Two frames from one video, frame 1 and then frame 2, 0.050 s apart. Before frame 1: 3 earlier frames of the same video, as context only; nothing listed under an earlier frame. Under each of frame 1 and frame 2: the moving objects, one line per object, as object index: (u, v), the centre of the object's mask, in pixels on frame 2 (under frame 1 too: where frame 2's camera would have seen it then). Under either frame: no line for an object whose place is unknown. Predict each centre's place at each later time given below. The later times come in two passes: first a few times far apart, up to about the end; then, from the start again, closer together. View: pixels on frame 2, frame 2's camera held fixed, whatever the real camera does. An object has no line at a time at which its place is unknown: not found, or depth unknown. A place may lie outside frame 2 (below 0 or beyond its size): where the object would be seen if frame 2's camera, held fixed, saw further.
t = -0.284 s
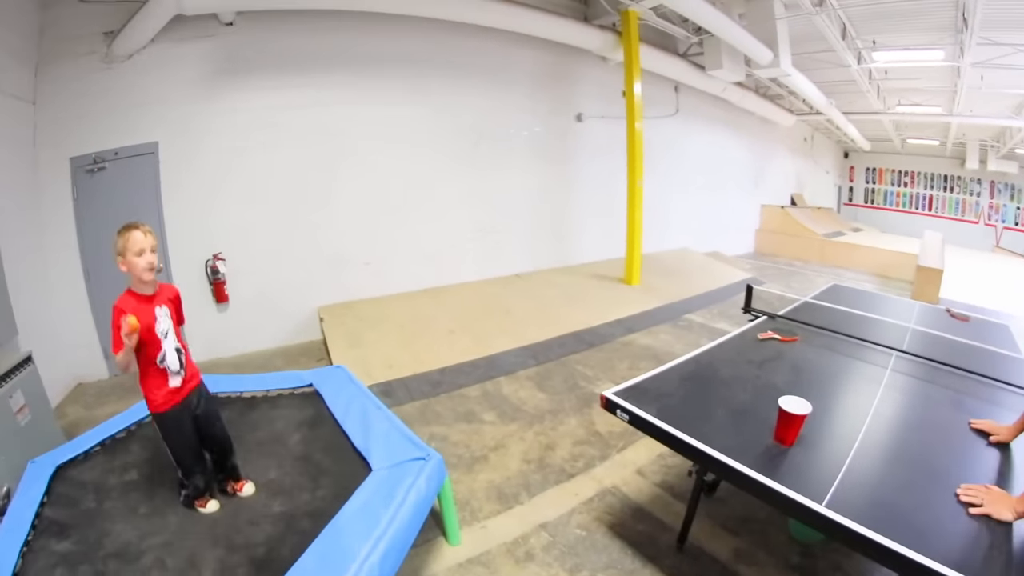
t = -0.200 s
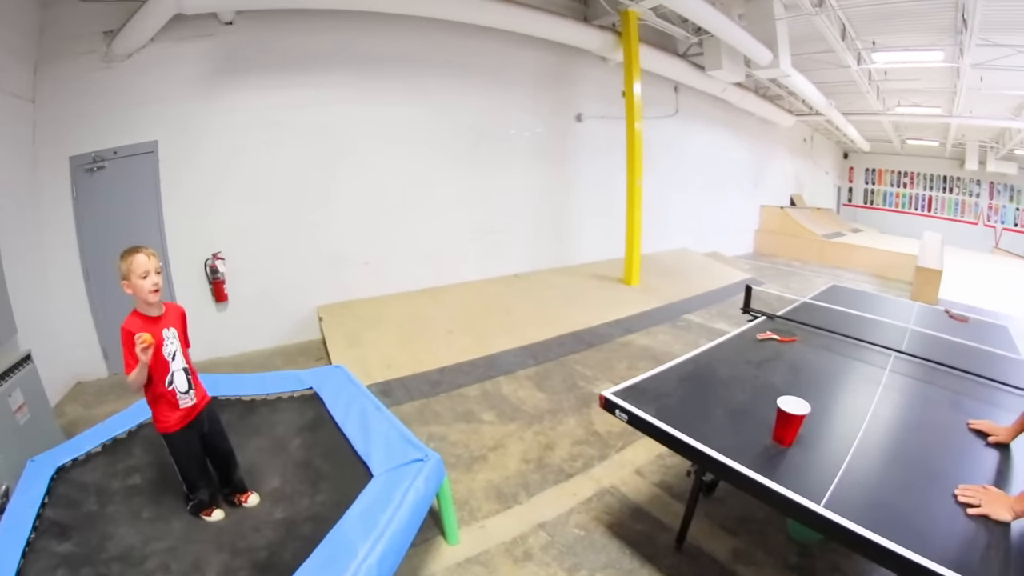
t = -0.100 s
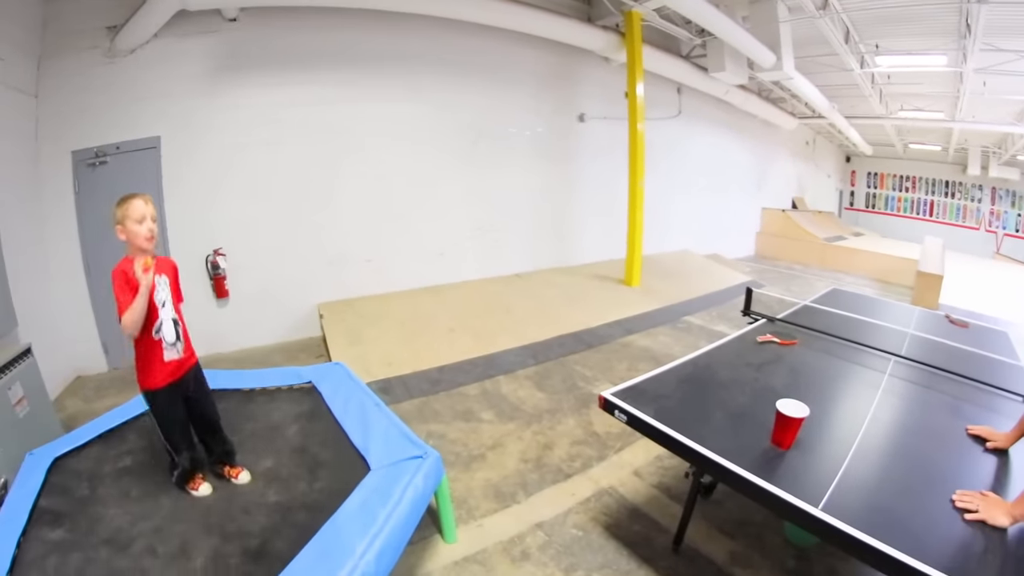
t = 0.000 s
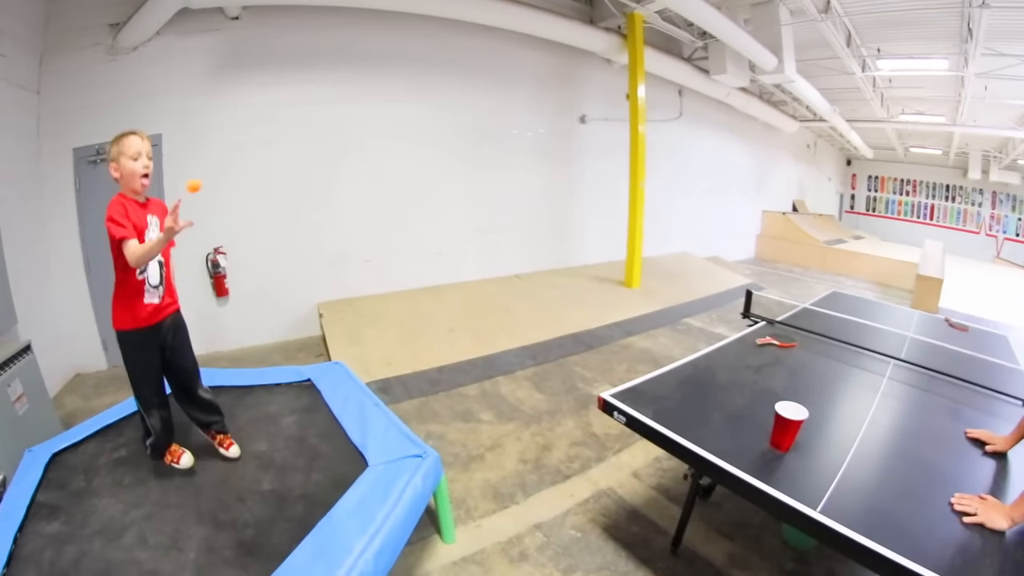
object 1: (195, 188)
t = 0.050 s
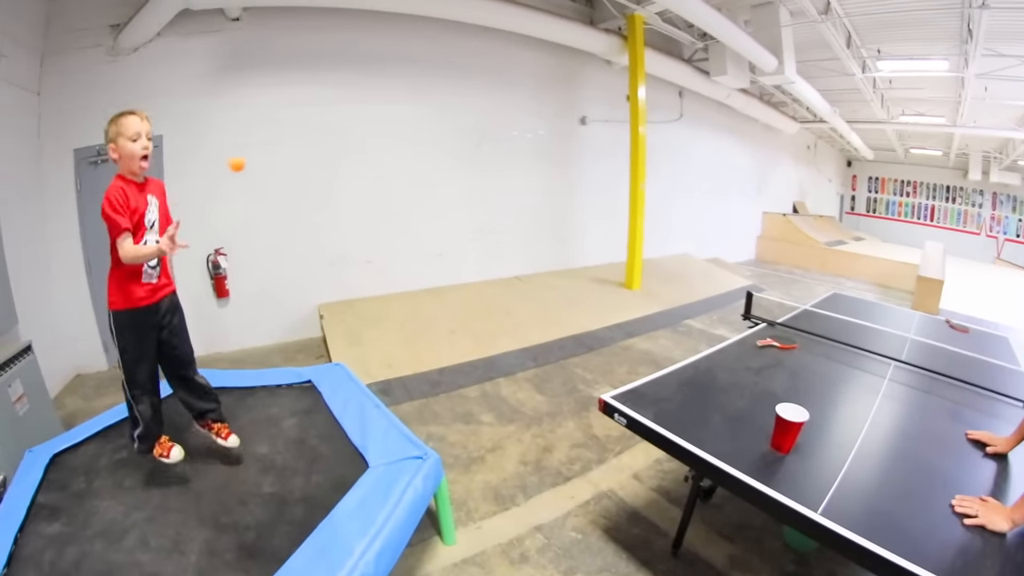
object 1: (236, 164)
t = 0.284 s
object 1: (568, 220)
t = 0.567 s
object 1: (851, 389)
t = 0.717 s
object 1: (926, 291)
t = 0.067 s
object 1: (252, 159)
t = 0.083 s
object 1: (270, 154)
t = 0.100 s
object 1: (289, 150)
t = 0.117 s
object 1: (309, 147)
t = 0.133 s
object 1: (331, 146)
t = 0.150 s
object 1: (354, 147)
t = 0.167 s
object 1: (378, 149)
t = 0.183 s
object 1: (402, 154)
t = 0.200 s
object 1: (429, 161)
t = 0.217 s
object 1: (455, 168)
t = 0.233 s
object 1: (483, 179)
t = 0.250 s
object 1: (511, 191)
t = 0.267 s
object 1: (539, 205)
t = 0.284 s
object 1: (568, 220)
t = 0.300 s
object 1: (596, 237)
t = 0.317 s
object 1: (623, 256)
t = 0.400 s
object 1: (730, 354)
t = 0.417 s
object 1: (745, 372)
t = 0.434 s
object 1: (759, 391)
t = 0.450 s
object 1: (770, 409)
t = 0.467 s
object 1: (781, 427)
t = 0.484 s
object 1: (790, 445)
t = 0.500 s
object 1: (800, 455)
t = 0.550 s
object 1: (839, 404)
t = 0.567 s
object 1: (851, 389)
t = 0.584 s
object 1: (862, 374)
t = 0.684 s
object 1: (912, 303)
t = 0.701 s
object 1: (919, 297)
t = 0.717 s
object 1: (926, 291)
